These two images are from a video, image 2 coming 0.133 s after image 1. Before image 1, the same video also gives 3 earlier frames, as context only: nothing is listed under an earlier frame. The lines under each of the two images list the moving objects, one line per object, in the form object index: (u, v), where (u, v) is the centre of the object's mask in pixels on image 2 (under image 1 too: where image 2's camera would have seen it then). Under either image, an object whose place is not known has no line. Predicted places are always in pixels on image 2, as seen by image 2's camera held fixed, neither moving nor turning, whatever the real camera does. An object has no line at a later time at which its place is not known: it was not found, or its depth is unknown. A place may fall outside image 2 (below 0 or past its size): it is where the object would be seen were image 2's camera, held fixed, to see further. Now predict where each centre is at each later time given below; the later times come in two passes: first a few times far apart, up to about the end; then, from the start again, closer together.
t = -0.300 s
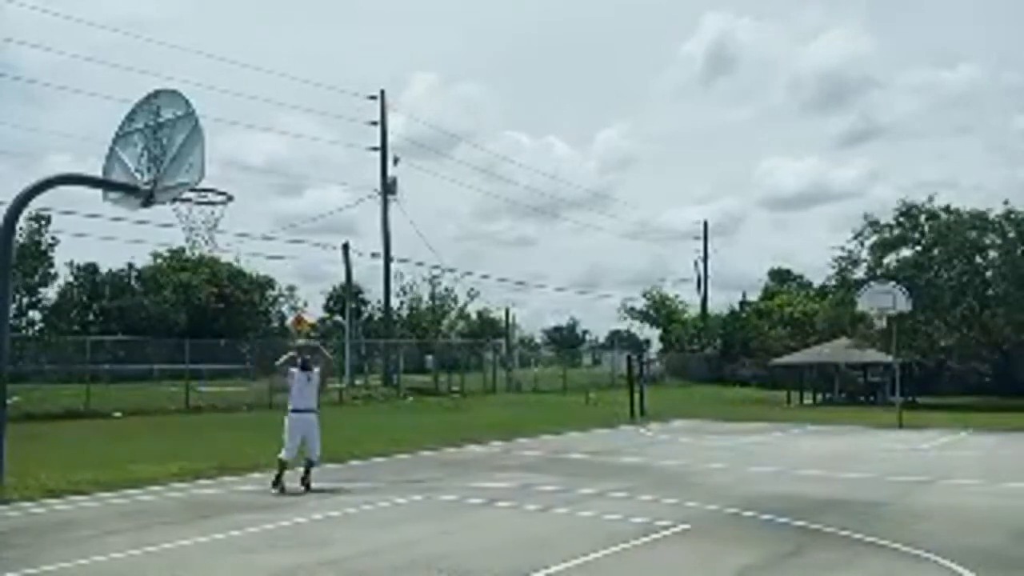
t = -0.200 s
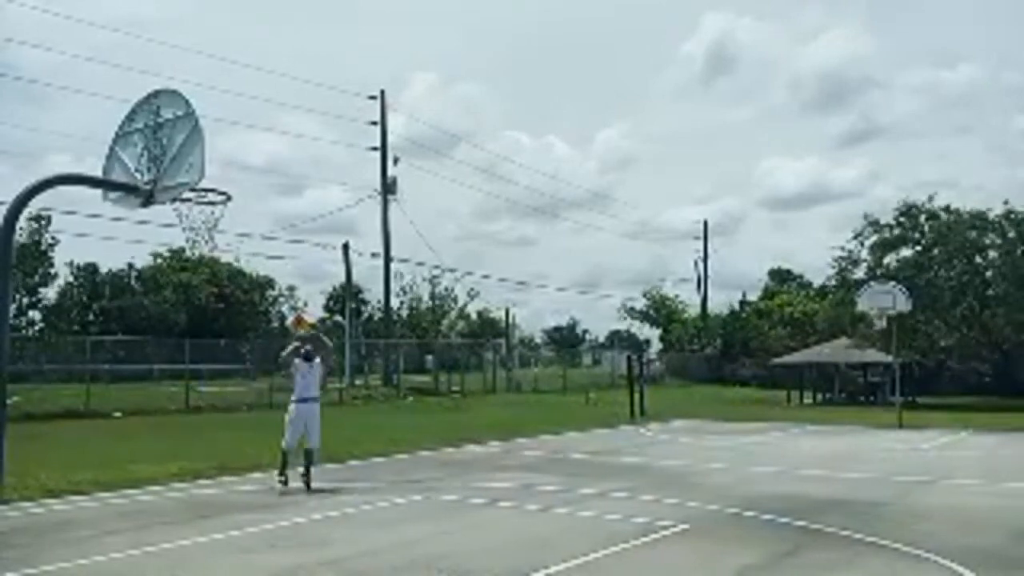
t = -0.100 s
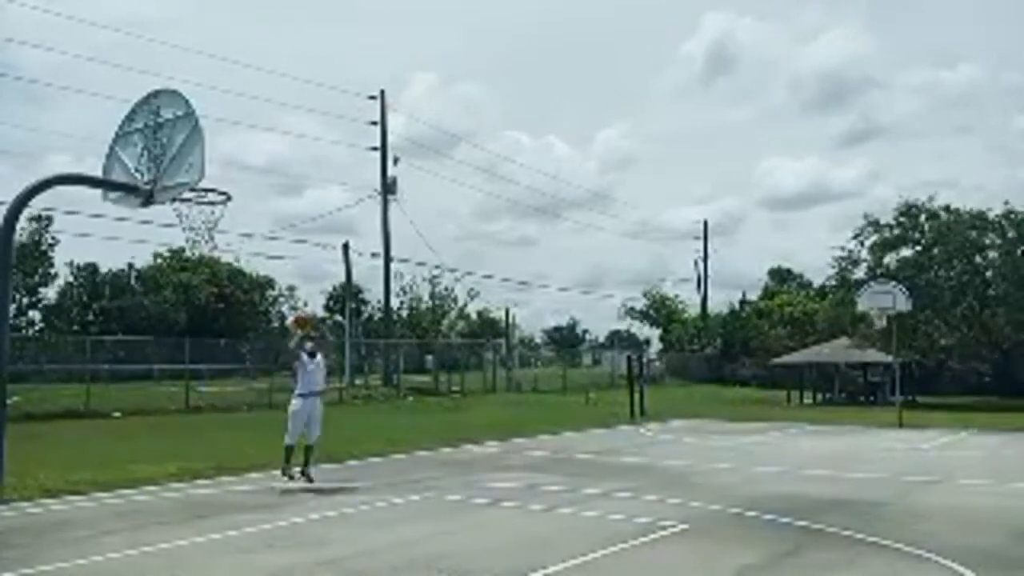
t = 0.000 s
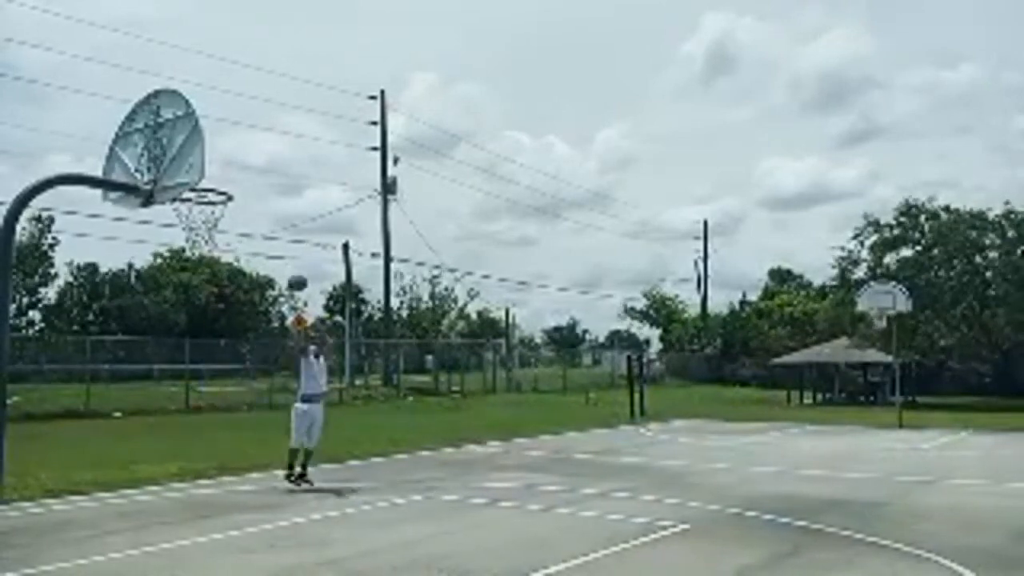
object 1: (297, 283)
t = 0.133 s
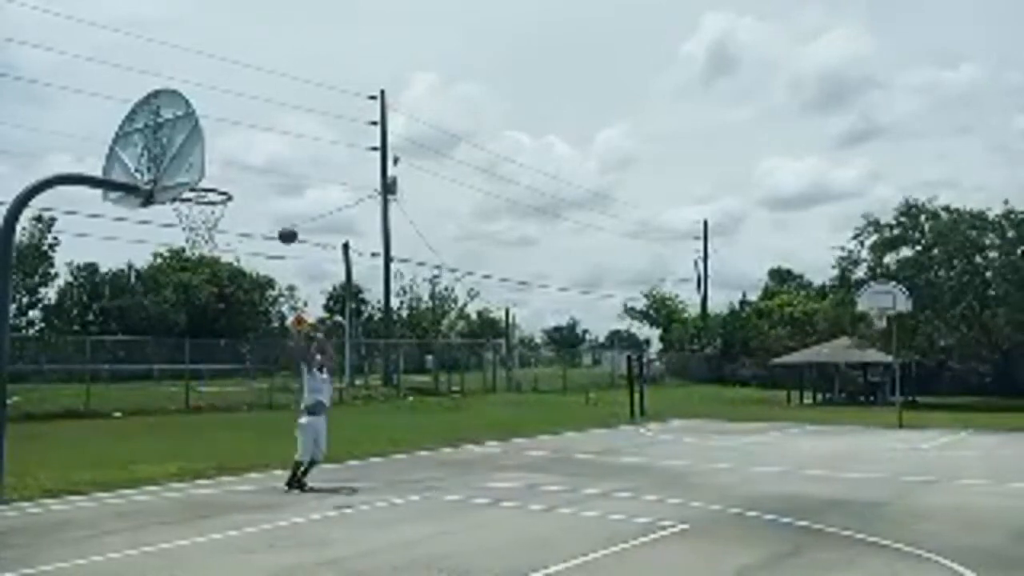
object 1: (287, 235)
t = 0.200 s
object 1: (281, 214)
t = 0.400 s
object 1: (262, 166)
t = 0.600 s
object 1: (240, 147)
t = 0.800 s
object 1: (217, 167)
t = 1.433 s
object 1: (163, 539)
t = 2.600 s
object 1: (206, 446)
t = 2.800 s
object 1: (210, 496)
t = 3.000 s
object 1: (216, 425)
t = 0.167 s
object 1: (284, 224)
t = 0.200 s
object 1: (281, 214)
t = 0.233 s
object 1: (278, 205)
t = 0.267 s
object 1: (275, 195)
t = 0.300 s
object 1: (272, 187)
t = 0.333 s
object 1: (269, 180)
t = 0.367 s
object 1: (266, 173)
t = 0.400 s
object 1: (262, 166)
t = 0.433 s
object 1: (259, 161)
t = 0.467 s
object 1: (255, 157)
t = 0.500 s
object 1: (252, 153)
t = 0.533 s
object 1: (248, 150)
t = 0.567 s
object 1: (244, 148)
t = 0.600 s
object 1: (240, 147)
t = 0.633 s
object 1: (236, 147)
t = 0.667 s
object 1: (232, 148)
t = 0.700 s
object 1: (228, 150)
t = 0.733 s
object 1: (224, 155)
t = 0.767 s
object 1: (219, 160)
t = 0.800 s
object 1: (217, 167)
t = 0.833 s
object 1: (213, 177)
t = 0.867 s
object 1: (208, 187)
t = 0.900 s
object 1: (199, 200)
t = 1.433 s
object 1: (163, 539)
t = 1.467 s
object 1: (162, 567)
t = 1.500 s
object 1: (162, 553)
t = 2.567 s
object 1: (206, 430)
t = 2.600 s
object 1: (206, 446)
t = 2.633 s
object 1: (207, 461)
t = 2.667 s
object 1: (207, 477)
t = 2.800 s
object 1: (210, 496)
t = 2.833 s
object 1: (211, 479)
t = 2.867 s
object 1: (212, 467)
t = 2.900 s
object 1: (212, 455)
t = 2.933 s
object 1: (213, 445)
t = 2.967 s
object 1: (214, 434)
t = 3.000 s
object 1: (216, 425)
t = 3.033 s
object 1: (216, 418)
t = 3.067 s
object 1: (215, 412)
